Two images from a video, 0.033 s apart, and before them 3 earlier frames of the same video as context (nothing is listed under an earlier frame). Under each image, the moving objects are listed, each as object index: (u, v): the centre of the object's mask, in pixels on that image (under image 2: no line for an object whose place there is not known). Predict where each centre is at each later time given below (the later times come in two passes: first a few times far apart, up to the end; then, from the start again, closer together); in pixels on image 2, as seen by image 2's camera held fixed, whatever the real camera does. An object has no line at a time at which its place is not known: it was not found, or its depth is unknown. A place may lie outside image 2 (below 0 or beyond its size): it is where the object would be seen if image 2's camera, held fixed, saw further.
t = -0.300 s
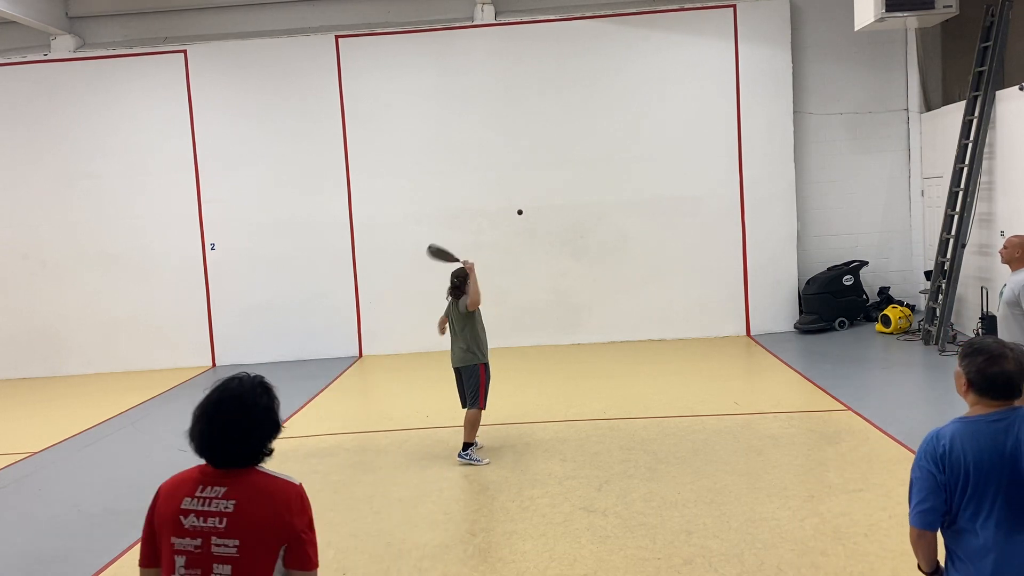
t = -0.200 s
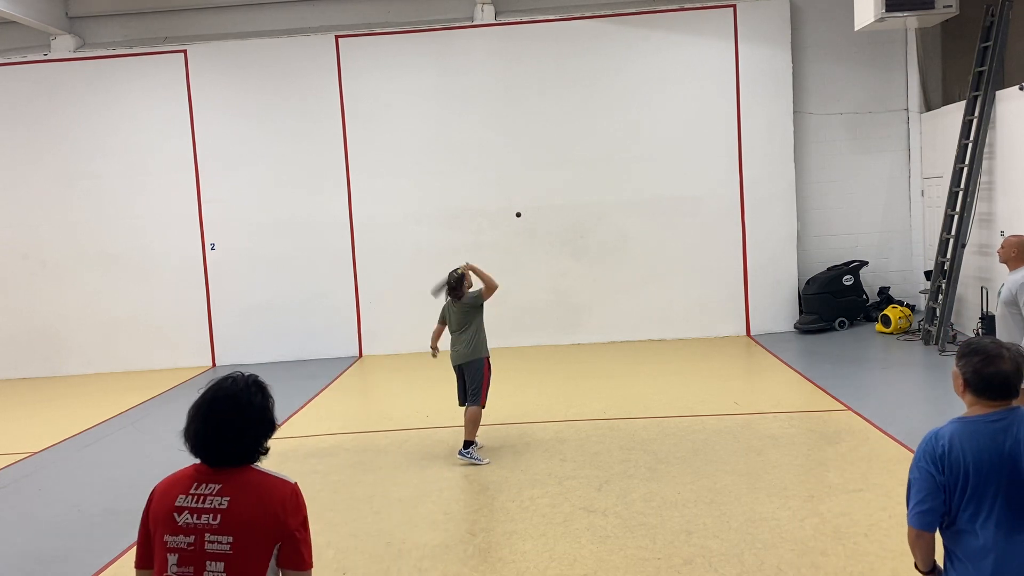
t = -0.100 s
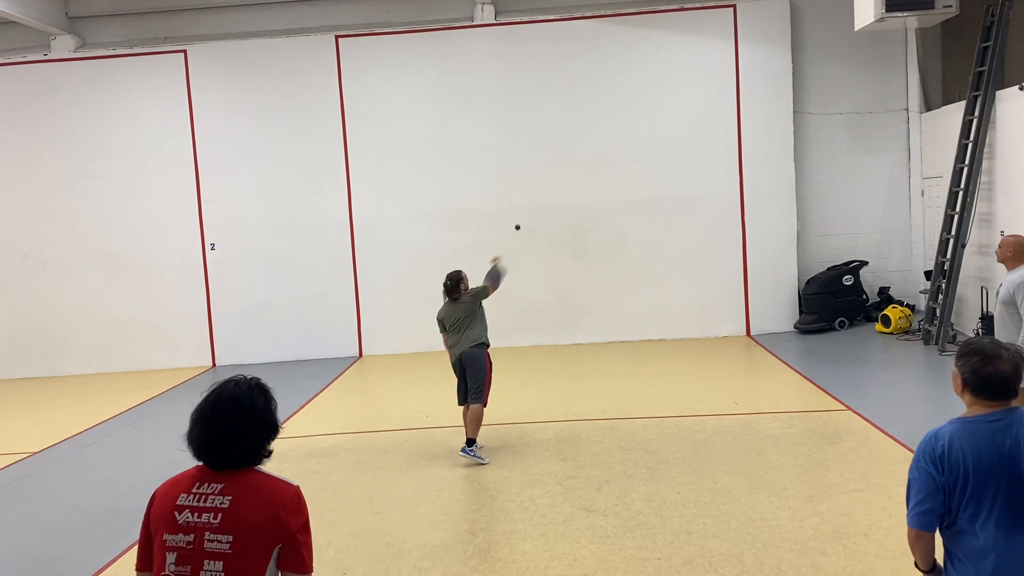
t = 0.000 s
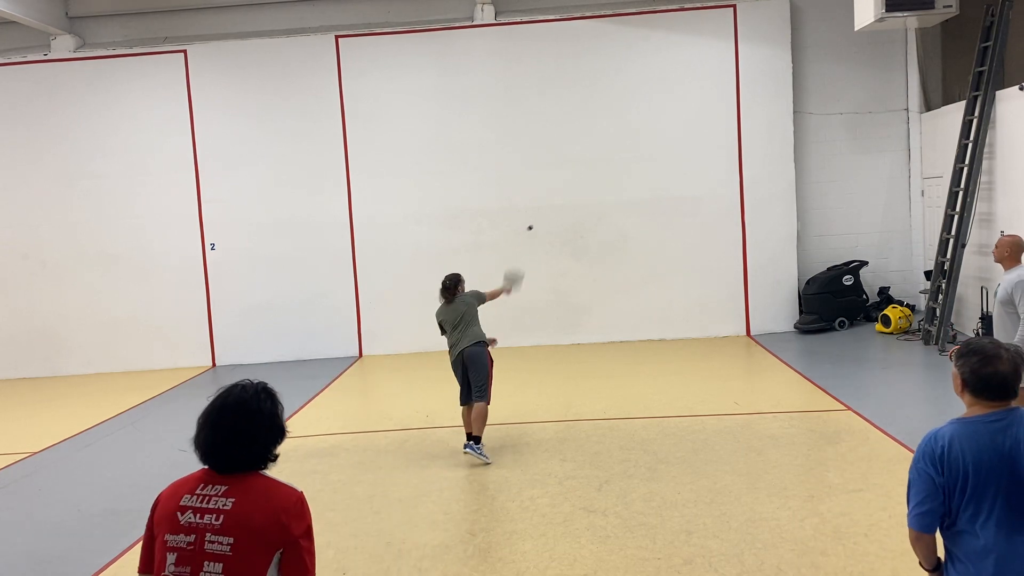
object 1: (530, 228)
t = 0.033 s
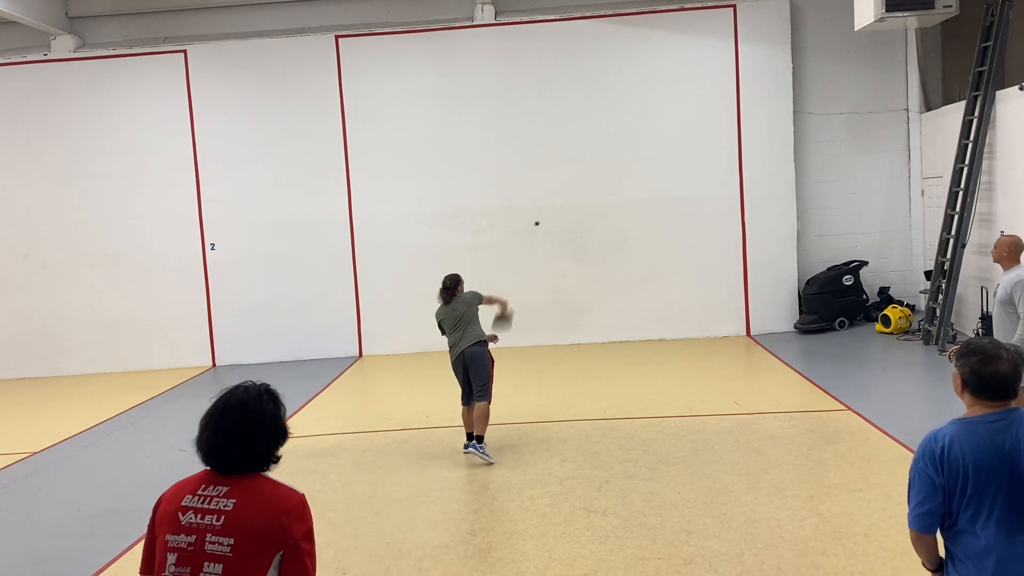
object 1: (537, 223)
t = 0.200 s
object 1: (557, 219)
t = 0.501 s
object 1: (581, 275)
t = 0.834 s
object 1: (649, 524)
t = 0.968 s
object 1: (670, 466)
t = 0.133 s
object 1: (552, 218)
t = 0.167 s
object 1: (555, 219)
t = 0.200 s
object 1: (557, 219)
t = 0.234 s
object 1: (559, 221)
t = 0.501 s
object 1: (581, 275)
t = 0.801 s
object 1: (644, 526)
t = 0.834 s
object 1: (649, 524)
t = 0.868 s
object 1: (654, 509)
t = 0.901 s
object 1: (659, 494)
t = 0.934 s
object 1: (664, 479)
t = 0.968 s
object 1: (670, 466)
